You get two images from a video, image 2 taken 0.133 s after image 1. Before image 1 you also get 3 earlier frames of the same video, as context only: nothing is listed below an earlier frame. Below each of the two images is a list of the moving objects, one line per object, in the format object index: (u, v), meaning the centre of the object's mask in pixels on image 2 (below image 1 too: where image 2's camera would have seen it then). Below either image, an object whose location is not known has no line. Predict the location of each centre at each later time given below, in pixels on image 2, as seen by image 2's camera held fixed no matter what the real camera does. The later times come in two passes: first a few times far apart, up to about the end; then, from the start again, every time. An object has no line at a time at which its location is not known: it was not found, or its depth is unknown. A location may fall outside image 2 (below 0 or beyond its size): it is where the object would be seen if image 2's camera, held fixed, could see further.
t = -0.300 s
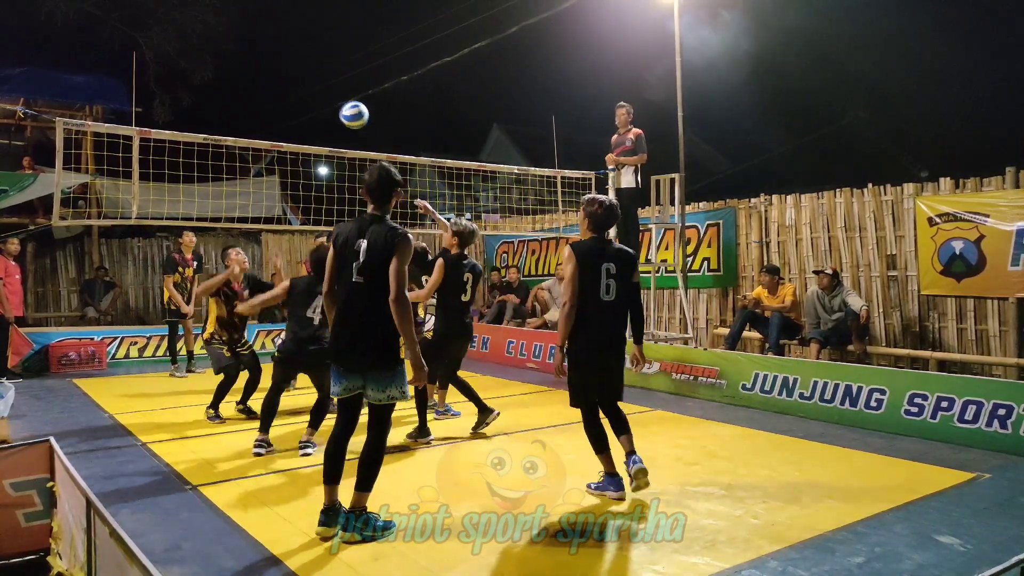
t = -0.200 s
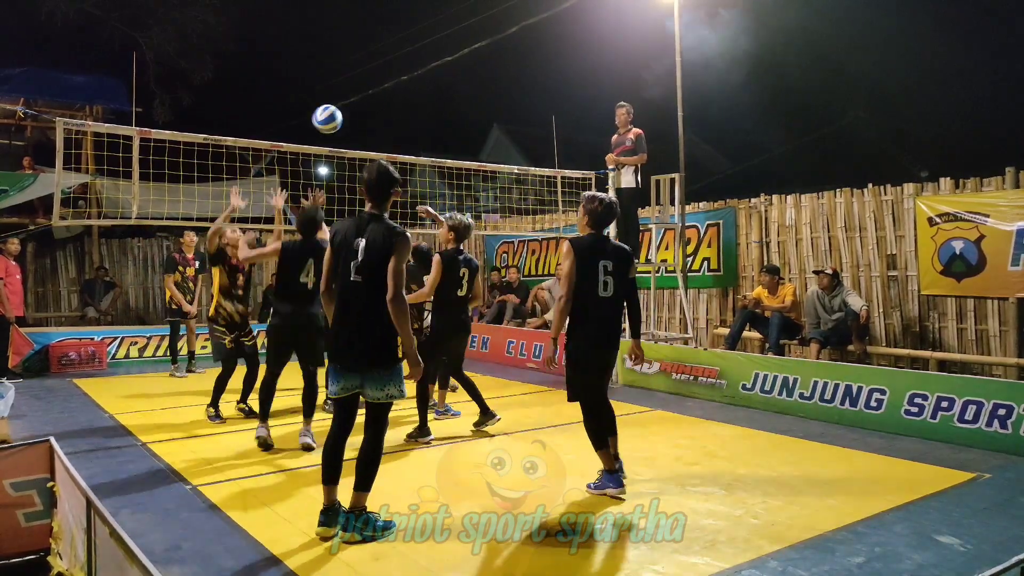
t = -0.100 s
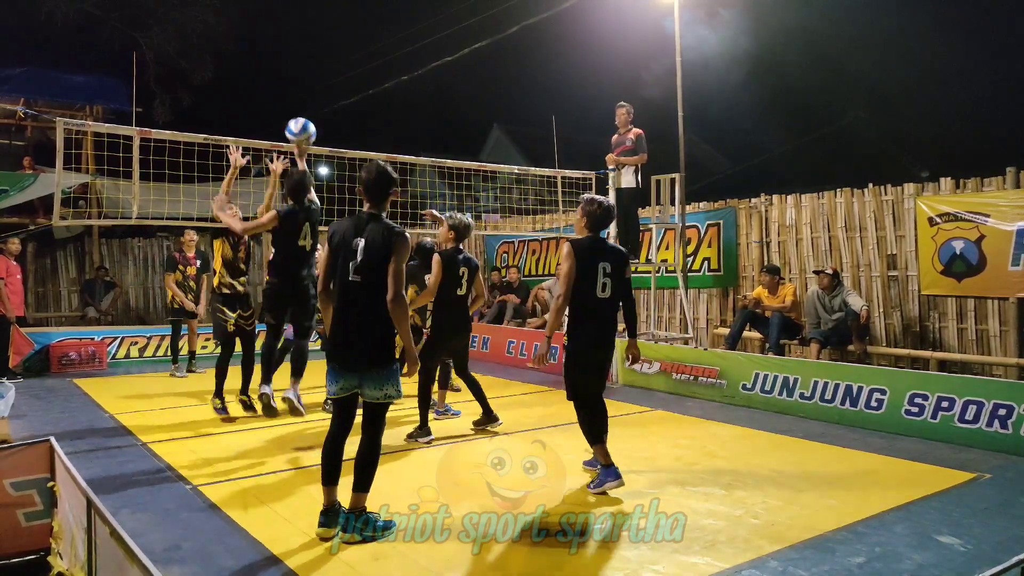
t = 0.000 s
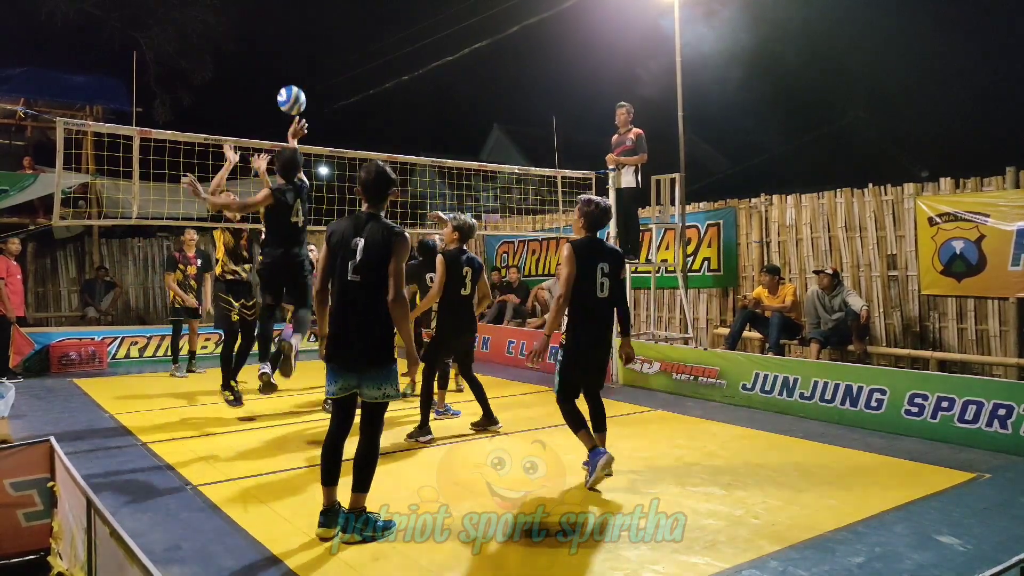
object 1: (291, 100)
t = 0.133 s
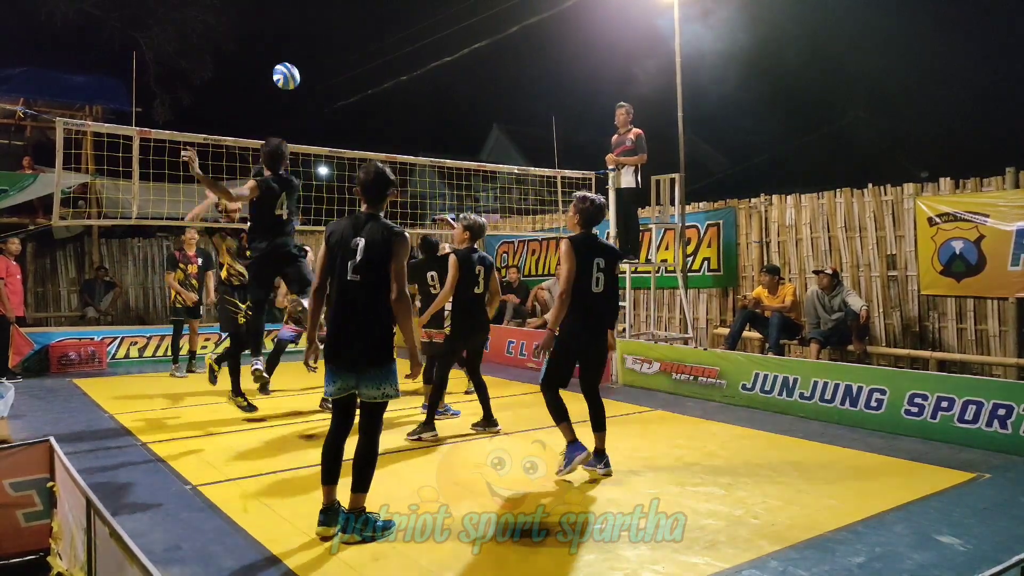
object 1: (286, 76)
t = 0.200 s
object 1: (284, 73)
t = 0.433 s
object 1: (279, 99)
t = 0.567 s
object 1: (276, 134)
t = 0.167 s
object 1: (285, 74)
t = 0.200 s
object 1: (284, 73)
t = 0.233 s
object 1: (284, 73)
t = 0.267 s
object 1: (283, 75)
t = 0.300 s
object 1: (282, 78)
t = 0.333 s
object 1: (281, 82)
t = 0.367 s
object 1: (281, 87)
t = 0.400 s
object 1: (280, 92)
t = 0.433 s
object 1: (279, 99)
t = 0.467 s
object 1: (278, 107)
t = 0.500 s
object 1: (277, 116)
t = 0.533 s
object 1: (276, 125)
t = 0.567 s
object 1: (276, 134)
